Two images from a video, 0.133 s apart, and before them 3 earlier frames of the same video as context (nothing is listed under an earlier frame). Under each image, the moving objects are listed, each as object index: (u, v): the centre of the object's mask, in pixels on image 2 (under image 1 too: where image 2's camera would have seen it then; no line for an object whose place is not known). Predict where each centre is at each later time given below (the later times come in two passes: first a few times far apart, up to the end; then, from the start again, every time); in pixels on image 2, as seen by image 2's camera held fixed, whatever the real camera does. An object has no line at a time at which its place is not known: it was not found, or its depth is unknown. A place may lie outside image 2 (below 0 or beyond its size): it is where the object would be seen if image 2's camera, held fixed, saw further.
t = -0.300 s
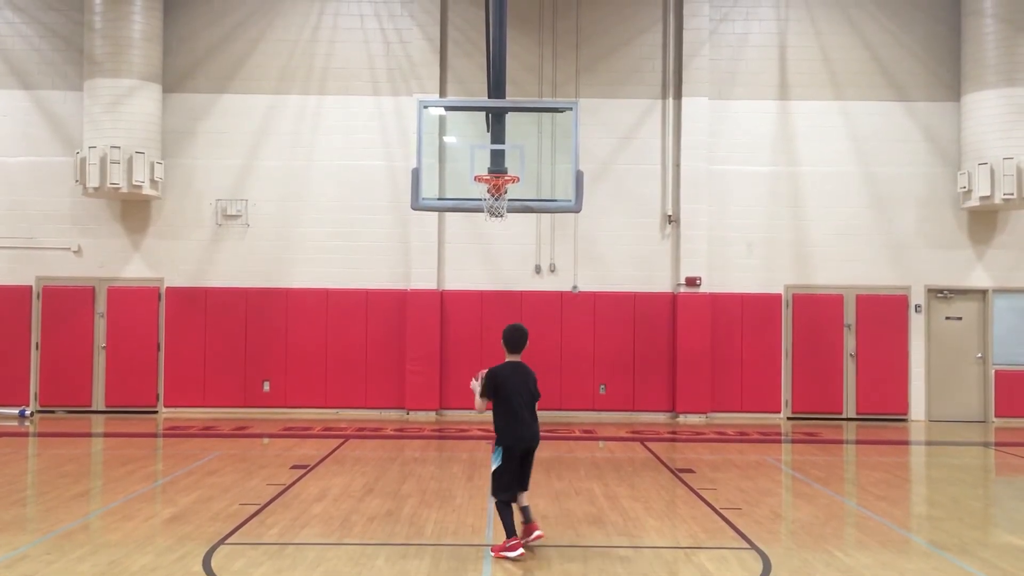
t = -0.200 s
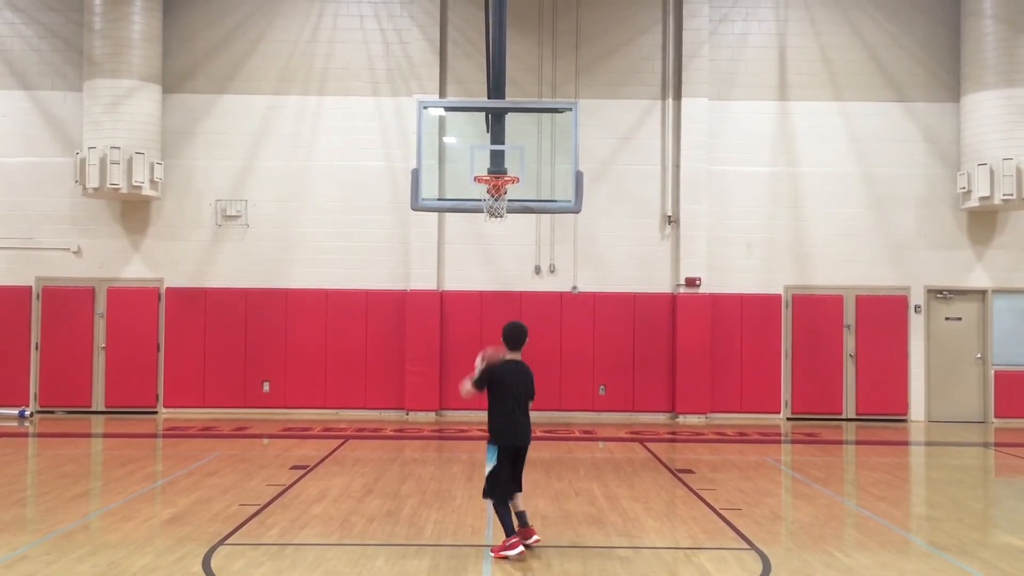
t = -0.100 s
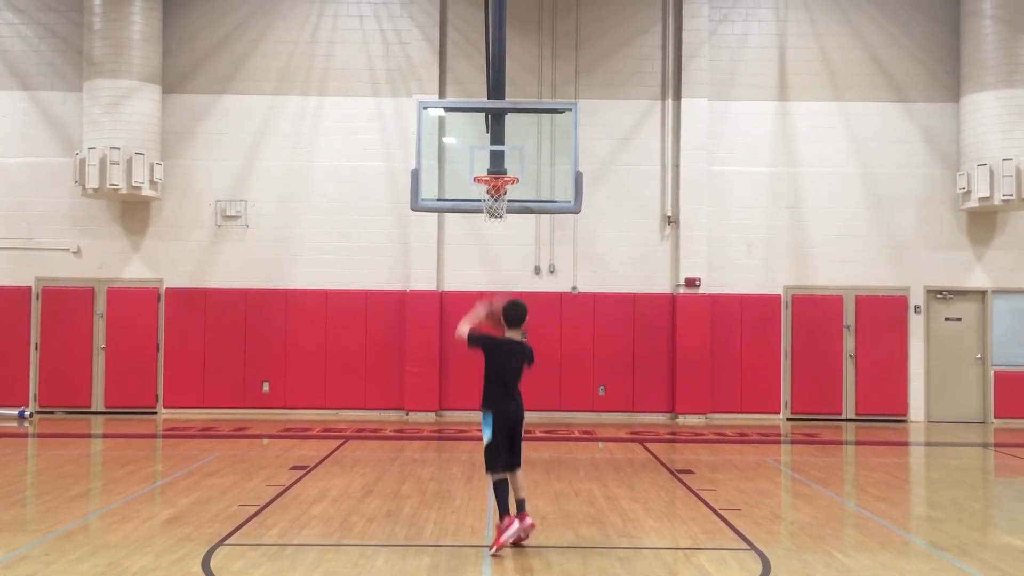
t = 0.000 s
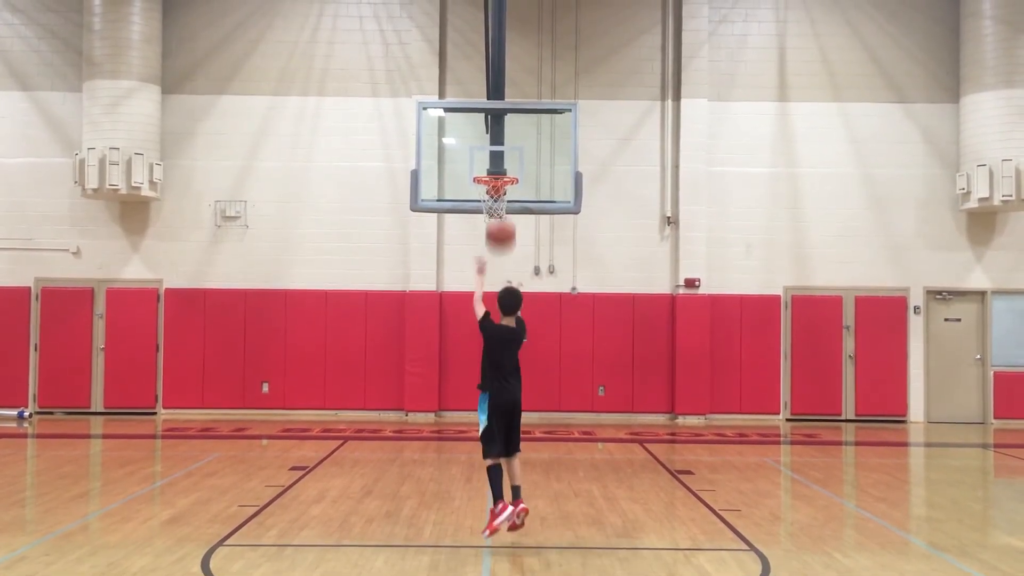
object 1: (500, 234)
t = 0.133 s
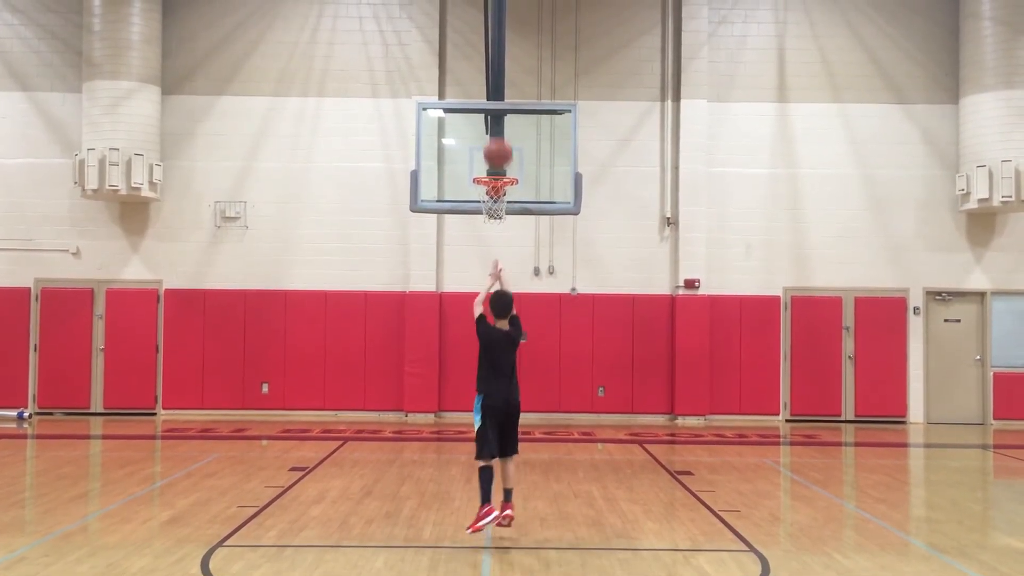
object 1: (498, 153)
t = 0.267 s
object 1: (496, 102)
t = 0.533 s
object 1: (495, 72)
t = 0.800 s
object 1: (492, 113)
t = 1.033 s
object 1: (497, 191)
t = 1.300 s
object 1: (504, 196)
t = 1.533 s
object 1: (493, 222)
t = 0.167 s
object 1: (497, 138)
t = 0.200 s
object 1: (497, 124)
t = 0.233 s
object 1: (497, 113)
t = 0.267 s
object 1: (496, 102)
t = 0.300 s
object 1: (496, 93)
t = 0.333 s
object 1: (496, 87)
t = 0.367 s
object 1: (496, 81)
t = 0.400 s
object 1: (496, 77)
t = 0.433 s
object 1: (495, 74)
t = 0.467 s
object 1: (495, 72)
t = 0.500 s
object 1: (495, 71)
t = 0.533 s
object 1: (495, 72)
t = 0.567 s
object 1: (494, 73)
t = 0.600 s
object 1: (494, 76)
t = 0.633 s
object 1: (494, 79)
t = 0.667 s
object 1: (494, 84)
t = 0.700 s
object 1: (493, 90)
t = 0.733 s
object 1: (493, 97)
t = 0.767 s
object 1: (492, 104)
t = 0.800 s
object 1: (492, 113)
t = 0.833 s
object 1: (492, 121)
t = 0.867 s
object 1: (492, 131)
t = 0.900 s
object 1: (491, 143)
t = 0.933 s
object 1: (491, 154)
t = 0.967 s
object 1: (492, 166)
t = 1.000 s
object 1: (491, 172)
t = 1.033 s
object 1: (497, 191)
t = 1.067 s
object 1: (499, 195)
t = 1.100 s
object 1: (505, 199)
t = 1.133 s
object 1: (507, 199)
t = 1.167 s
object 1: (508, 199)
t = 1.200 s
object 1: (507, 196)
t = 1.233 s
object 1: (505, 195)
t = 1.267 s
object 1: (505, 195)
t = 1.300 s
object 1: (504, 196)
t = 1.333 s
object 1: (502, 198)
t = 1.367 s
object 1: (501, 200)
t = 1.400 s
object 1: (500, 202)
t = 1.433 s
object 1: (498, 206)
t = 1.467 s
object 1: (495, 212)
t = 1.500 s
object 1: (495, 216)
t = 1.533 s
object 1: (493, 222)
